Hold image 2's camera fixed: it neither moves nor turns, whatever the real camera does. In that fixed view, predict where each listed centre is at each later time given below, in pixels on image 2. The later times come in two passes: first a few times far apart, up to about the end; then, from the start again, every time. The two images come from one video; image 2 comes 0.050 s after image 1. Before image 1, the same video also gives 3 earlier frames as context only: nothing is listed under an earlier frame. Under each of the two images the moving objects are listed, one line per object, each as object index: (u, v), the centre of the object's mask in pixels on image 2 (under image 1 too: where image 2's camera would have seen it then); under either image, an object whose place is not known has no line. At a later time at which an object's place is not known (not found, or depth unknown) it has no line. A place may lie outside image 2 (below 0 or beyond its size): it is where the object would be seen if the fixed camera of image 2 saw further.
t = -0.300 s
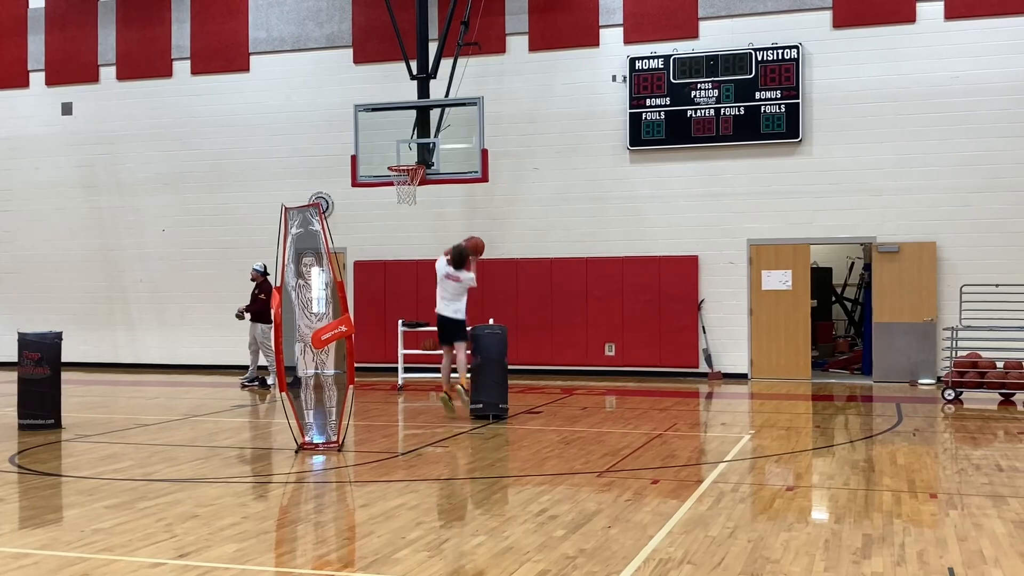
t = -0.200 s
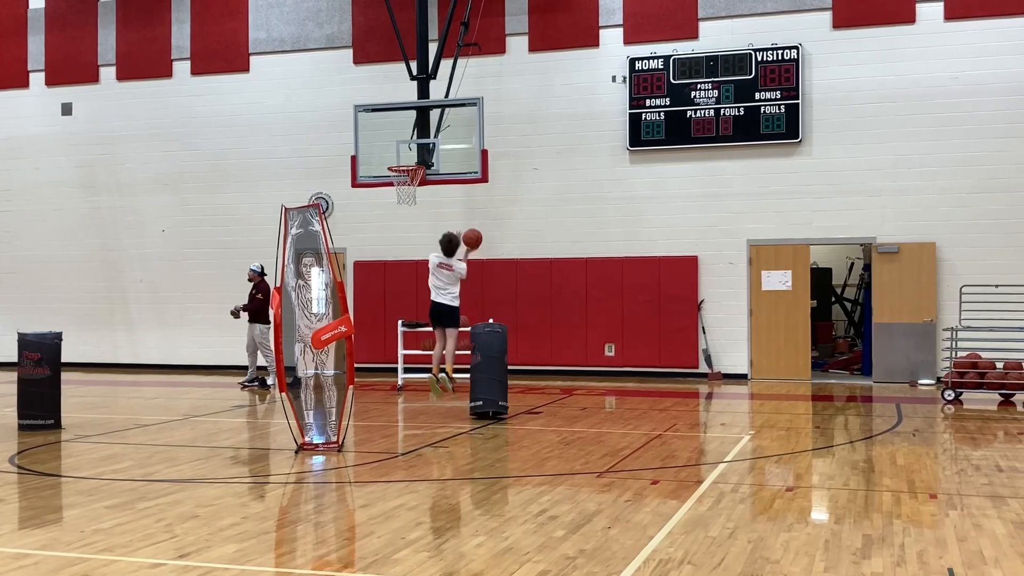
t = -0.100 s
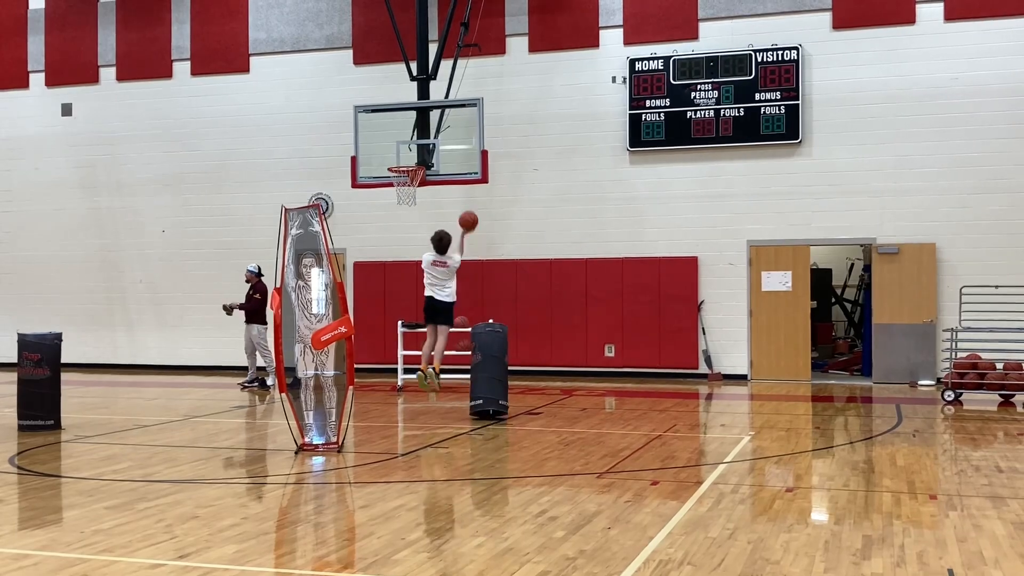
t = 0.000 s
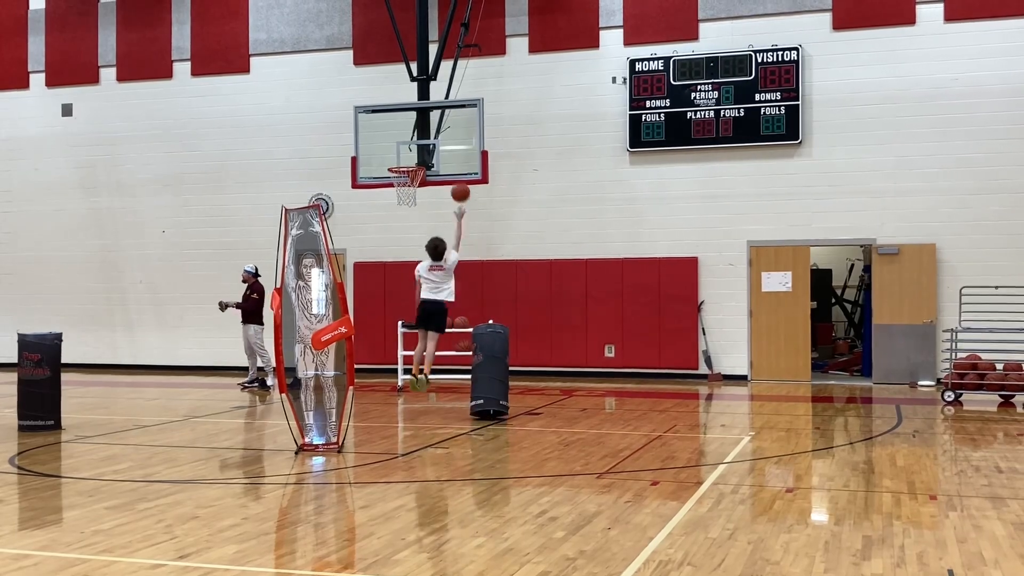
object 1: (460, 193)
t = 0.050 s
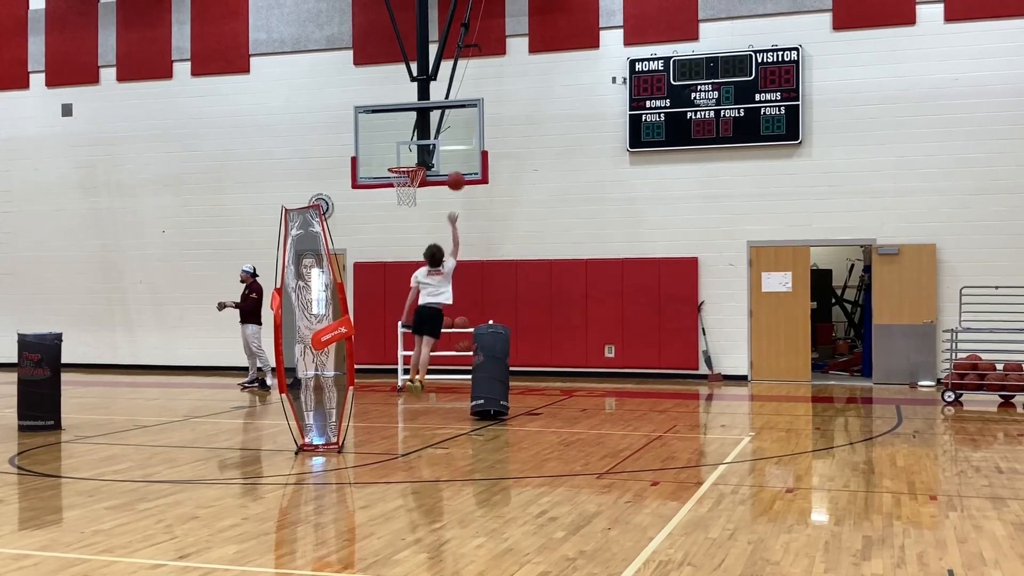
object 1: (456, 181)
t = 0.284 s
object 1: (434, 154)
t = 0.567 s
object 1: (403, 164)
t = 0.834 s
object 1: (394, 198)
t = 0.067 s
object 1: (454, 177)
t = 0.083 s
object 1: (452, 175)
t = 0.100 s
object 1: (451, 171)
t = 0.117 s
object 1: (449, 168)
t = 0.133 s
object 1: (448, 166)
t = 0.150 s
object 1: (446, 164)
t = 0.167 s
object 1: (445, 162)
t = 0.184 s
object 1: (443, 160)
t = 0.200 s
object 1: (442, 159)
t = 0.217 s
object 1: (440, 158)
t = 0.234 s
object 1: (438, 157)
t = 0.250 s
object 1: (437, 156)
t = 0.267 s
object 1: (436, 155)
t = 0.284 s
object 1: (434, 154)
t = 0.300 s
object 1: (433, 154)
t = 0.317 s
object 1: (431, 154)
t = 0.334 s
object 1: (430, 154)
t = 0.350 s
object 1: (429, 154)
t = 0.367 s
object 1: (427, 155)
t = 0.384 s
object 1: (426, 156)
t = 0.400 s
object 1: (425, 157)
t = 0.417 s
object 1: (424, 157)
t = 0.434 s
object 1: (421, 158)
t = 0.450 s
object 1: (420, 159)
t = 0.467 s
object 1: (417, 159)
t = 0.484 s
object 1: (414, 160)
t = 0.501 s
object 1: (412, 160)
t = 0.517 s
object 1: (410, 161)
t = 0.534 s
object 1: (407, 162)
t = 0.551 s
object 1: (405, 163)
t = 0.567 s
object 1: (403, 164)
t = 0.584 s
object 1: (400, 171)
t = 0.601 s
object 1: (401, 172)
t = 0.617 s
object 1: (394, 178)
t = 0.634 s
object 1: (395, 179)
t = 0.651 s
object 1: (394, 182)
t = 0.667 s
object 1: (393, 184)
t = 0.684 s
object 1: (392, 185)
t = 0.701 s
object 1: (392, 186)
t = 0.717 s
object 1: (392, 187)
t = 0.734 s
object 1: (392, 187)
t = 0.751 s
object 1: (392, 188)
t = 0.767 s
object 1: (392, 189)
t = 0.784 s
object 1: (393, 194)
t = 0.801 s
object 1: (393, 196)
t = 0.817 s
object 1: (394, 197)
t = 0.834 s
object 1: (394, 198)
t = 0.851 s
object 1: (395, 200)
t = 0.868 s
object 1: (395, 202)
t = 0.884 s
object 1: (395, 205)
